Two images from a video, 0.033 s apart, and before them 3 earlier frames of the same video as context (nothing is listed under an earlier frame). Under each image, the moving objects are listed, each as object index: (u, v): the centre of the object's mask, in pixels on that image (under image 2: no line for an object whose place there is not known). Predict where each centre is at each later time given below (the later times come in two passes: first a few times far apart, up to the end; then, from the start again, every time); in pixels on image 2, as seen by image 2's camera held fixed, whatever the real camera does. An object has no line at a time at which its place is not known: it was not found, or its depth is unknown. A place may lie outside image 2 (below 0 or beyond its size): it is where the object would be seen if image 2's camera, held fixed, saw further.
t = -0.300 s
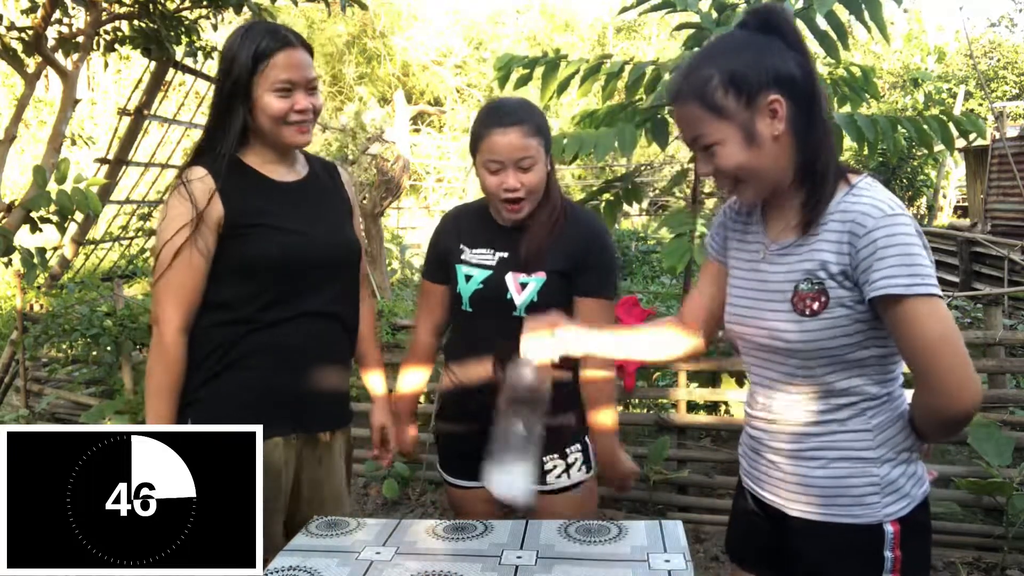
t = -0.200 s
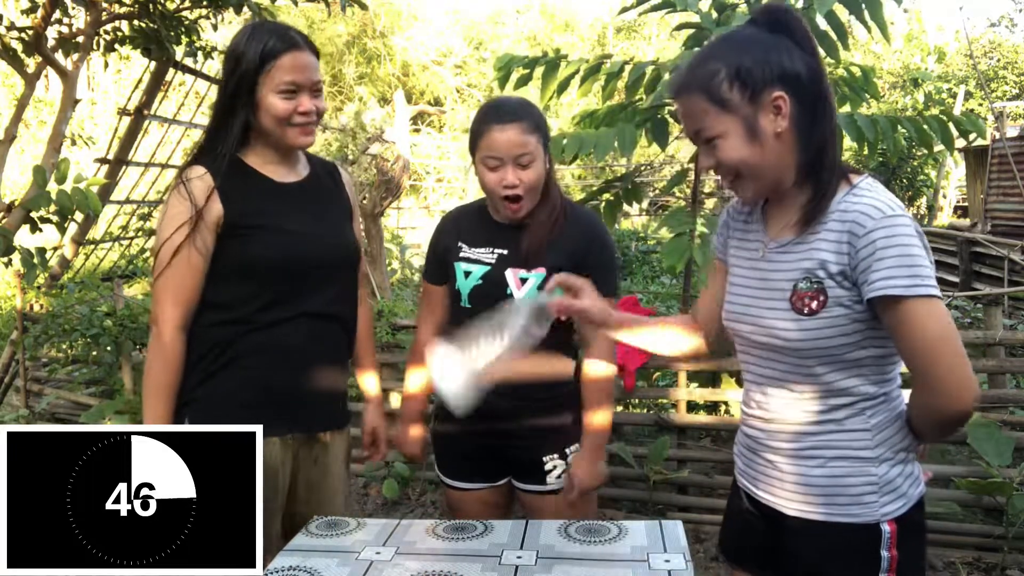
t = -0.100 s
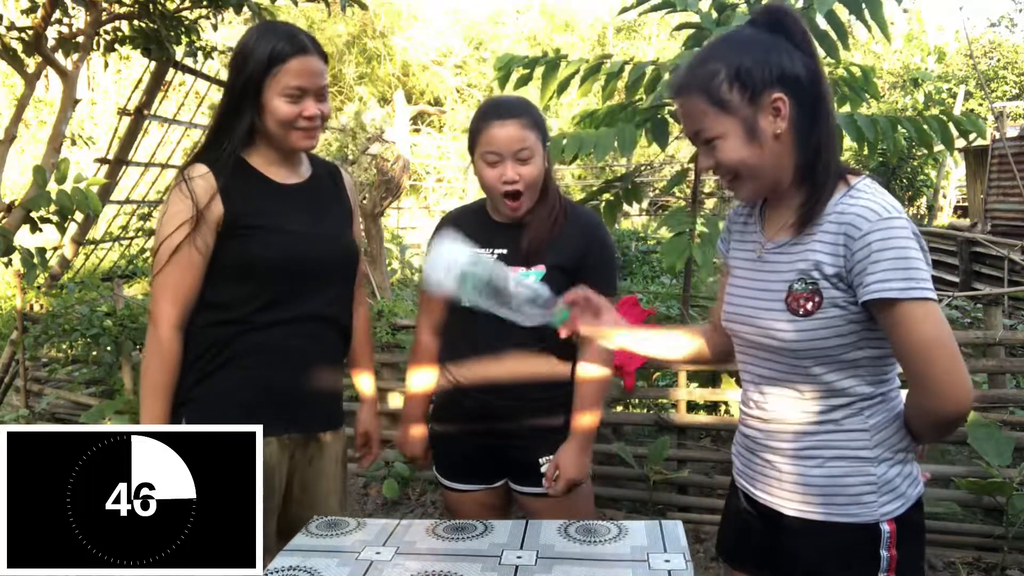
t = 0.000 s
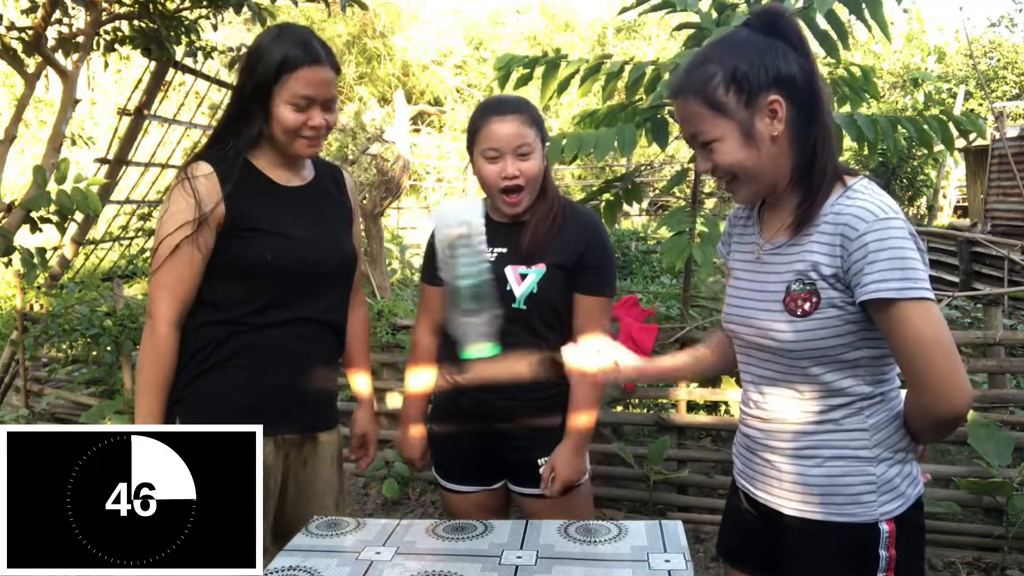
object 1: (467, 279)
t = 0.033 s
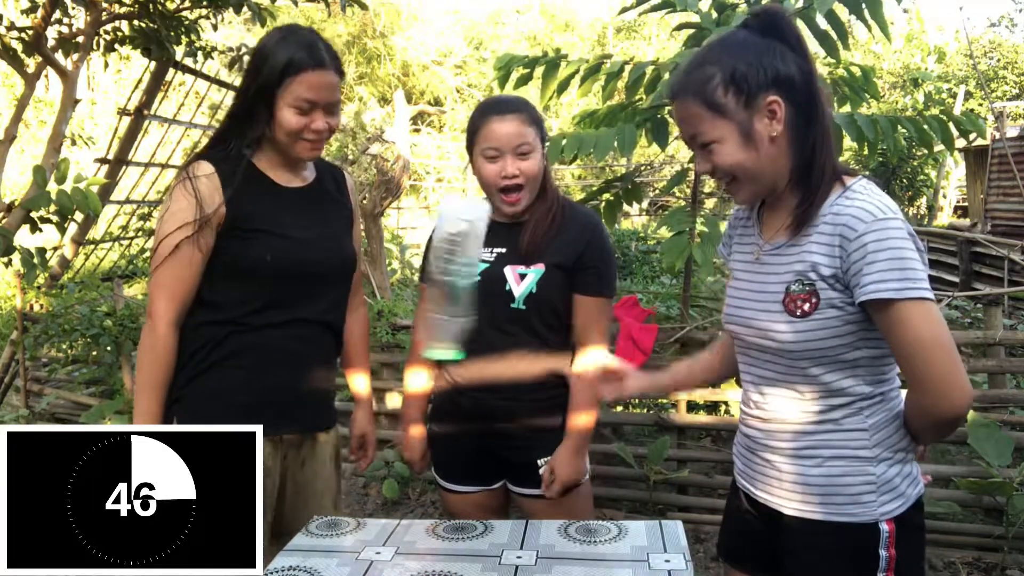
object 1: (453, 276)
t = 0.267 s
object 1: (442, 390)
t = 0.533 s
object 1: (544, 534)
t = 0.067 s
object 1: (441, 278)
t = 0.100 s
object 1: (433, 279)
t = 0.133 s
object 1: (430, 287)
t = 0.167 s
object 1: (427, 304)
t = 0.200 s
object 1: (429, 324)
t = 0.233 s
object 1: (436, 354)
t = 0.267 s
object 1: (442, 390)
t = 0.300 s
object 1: (452, 434)
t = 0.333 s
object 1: (458, 479)
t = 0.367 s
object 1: (469, 507)
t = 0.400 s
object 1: (502, 506)
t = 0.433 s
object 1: (520, 512)
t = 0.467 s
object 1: (529, 517)
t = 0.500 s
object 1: (537, 524)
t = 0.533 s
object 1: (544, 534)
